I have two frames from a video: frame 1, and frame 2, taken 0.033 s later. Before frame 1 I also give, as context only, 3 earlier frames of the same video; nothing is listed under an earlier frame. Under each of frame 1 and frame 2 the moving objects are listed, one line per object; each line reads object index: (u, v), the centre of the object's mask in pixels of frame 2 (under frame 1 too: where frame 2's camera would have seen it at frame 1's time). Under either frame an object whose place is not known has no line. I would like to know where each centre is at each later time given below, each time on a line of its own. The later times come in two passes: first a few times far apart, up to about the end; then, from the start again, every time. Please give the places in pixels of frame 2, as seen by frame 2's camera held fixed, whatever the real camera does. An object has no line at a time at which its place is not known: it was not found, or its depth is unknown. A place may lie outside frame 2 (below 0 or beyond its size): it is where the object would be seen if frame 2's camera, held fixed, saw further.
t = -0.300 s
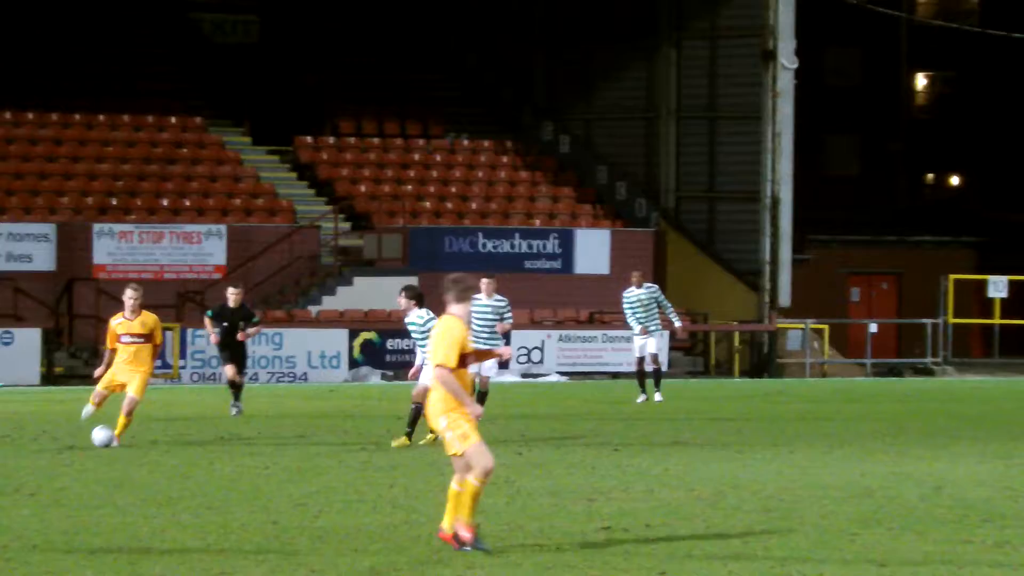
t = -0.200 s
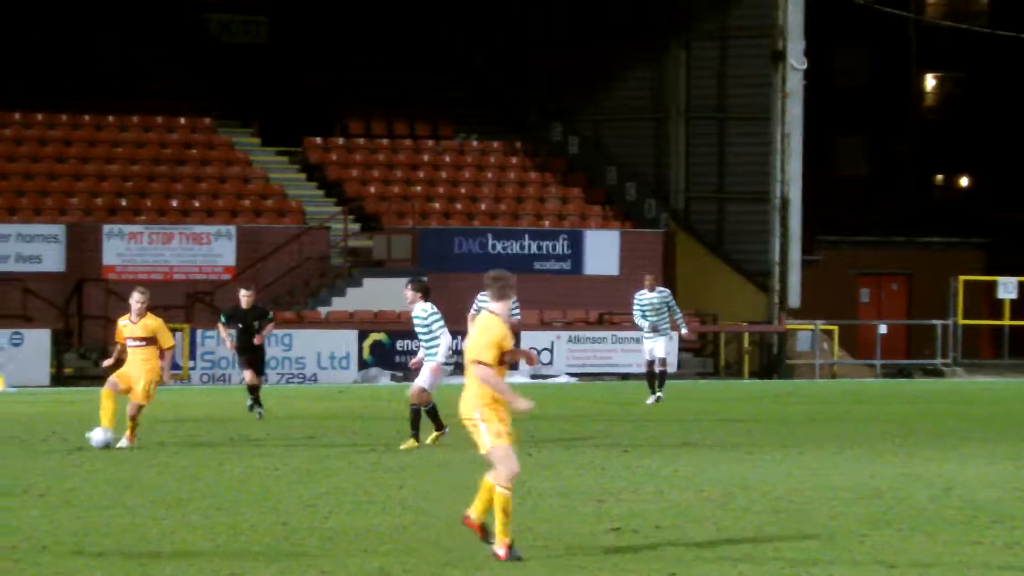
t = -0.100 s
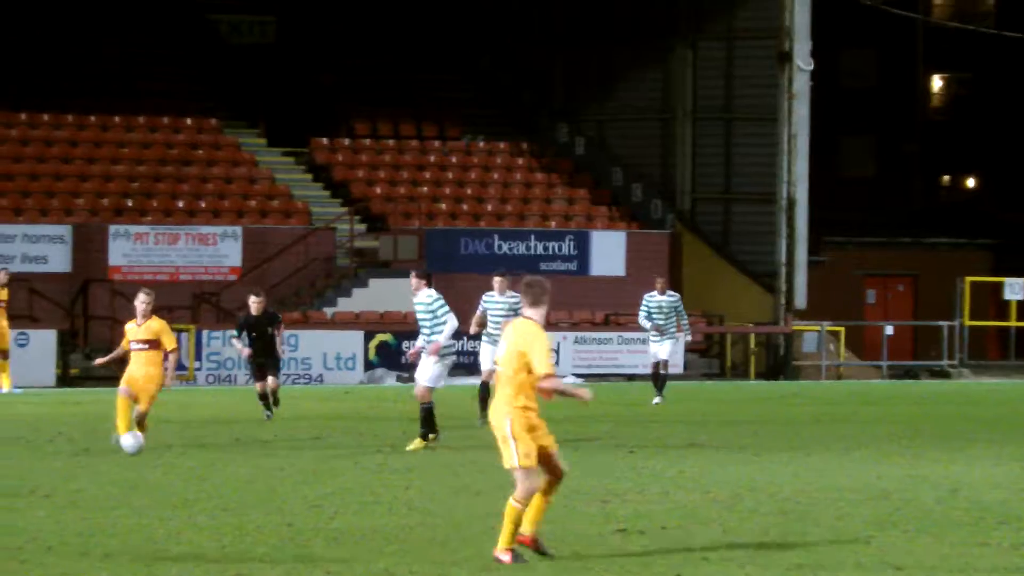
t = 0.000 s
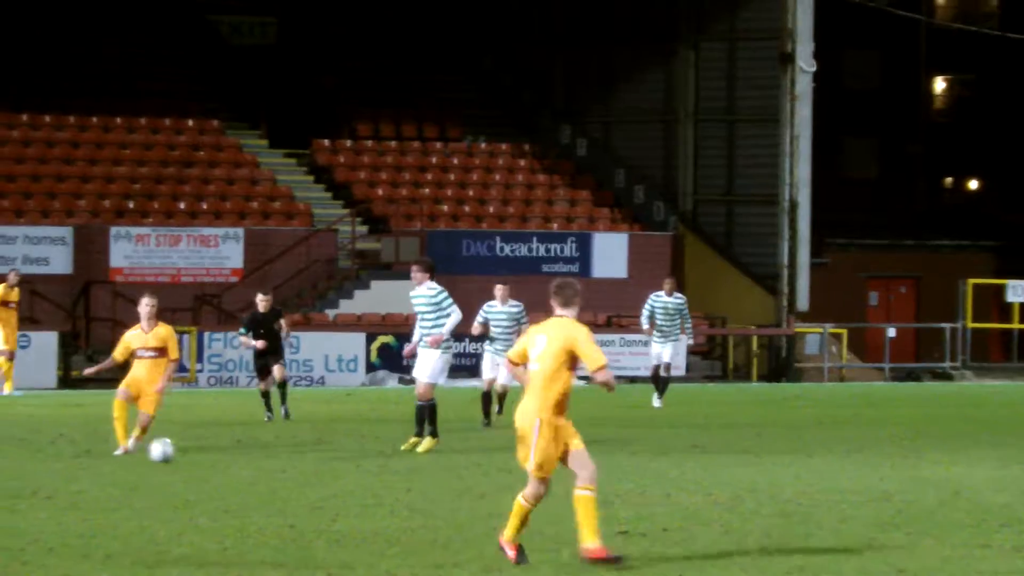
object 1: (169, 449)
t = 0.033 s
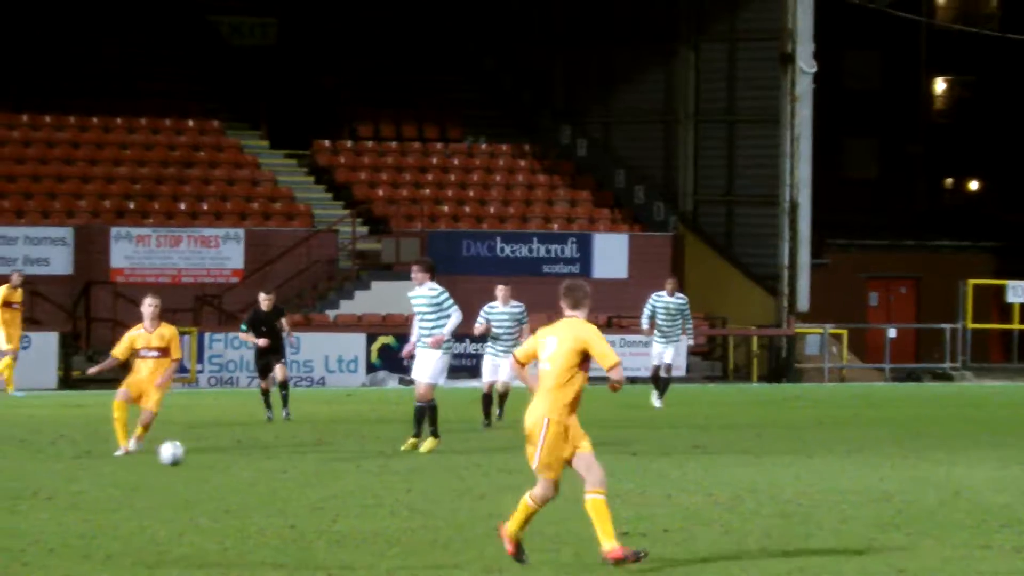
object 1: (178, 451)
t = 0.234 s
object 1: (237, 464)
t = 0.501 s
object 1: (316, 486)
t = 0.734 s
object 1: (387, 504)
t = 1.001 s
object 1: (473, 519)
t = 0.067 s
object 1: (188, 455)
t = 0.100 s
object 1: (197, 455)
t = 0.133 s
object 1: (207, 456)
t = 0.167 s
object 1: (218, 460)
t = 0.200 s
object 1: (227, 462)
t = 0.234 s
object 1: (237, 464)
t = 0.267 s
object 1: (247, 466)
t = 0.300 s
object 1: (256, 469)
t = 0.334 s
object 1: (266, 473)
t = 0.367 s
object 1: (276, 473)
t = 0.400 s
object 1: (286, 476)
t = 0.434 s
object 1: (296, 479)
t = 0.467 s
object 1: (307, 484)
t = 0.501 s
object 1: (316, 486)
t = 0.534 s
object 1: (326, 486)
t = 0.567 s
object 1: (336, 489)
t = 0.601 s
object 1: (347, 494)
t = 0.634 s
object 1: (357, 495)
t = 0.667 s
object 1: (365, 497)
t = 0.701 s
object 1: (377, 501)
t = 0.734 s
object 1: (387, 504)
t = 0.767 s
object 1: (399, 505)
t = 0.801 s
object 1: (409, 508)
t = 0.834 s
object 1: (420, 507)
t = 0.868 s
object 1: (430, 513)
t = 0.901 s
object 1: (441, 513)
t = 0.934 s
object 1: (451, 513)
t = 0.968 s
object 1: (461, 514)
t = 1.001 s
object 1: (473, 519)
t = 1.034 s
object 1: (483, 527)
